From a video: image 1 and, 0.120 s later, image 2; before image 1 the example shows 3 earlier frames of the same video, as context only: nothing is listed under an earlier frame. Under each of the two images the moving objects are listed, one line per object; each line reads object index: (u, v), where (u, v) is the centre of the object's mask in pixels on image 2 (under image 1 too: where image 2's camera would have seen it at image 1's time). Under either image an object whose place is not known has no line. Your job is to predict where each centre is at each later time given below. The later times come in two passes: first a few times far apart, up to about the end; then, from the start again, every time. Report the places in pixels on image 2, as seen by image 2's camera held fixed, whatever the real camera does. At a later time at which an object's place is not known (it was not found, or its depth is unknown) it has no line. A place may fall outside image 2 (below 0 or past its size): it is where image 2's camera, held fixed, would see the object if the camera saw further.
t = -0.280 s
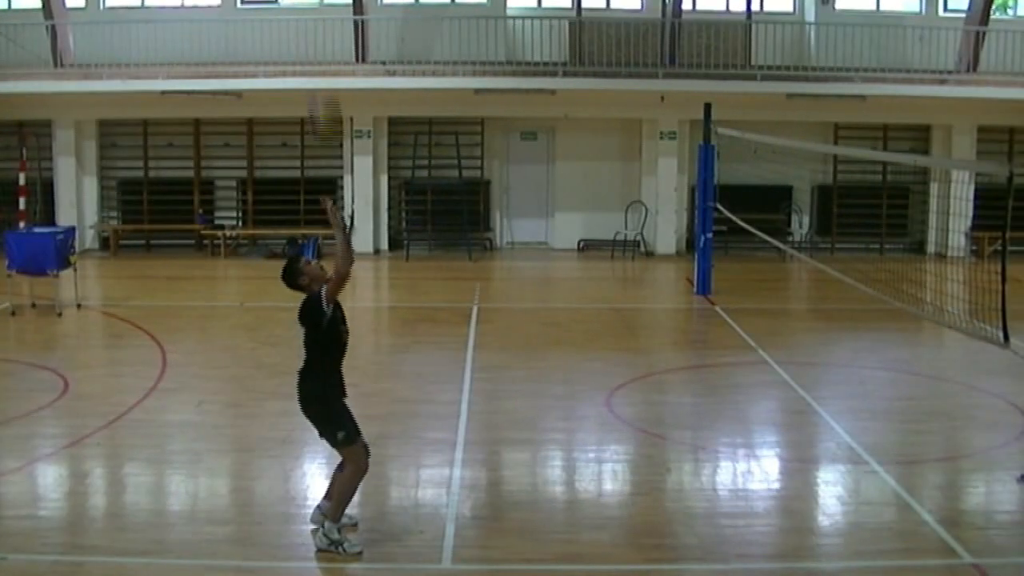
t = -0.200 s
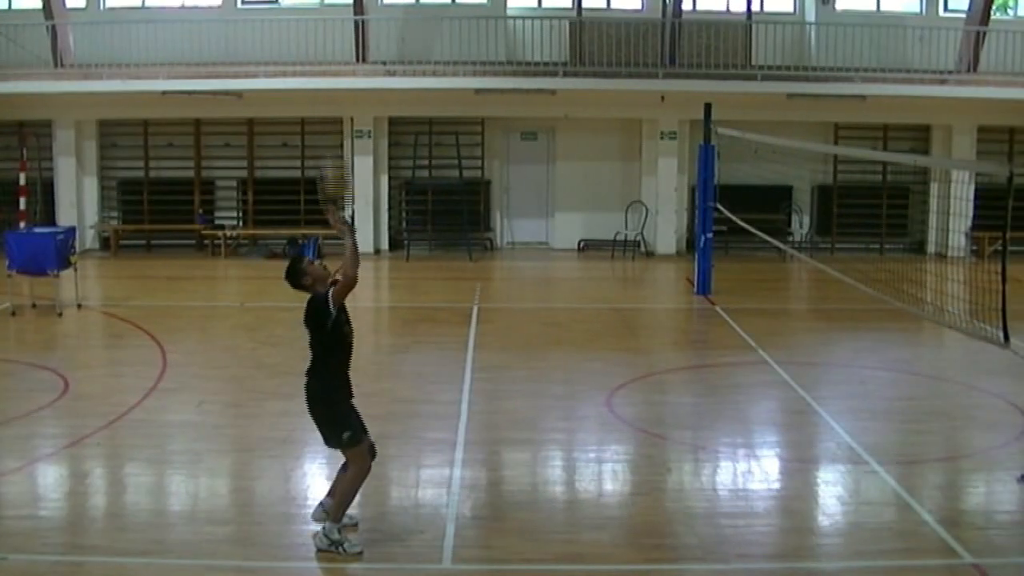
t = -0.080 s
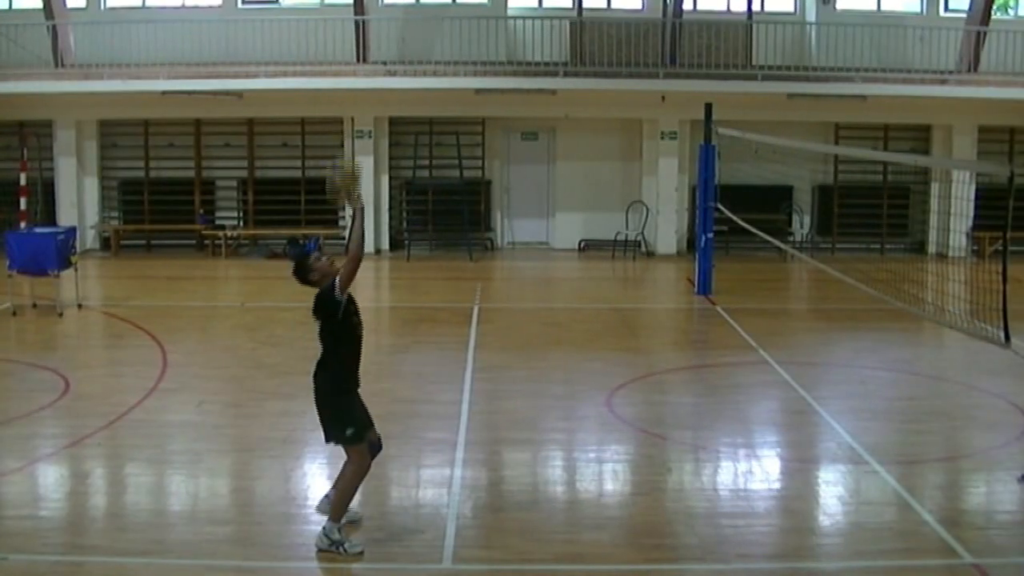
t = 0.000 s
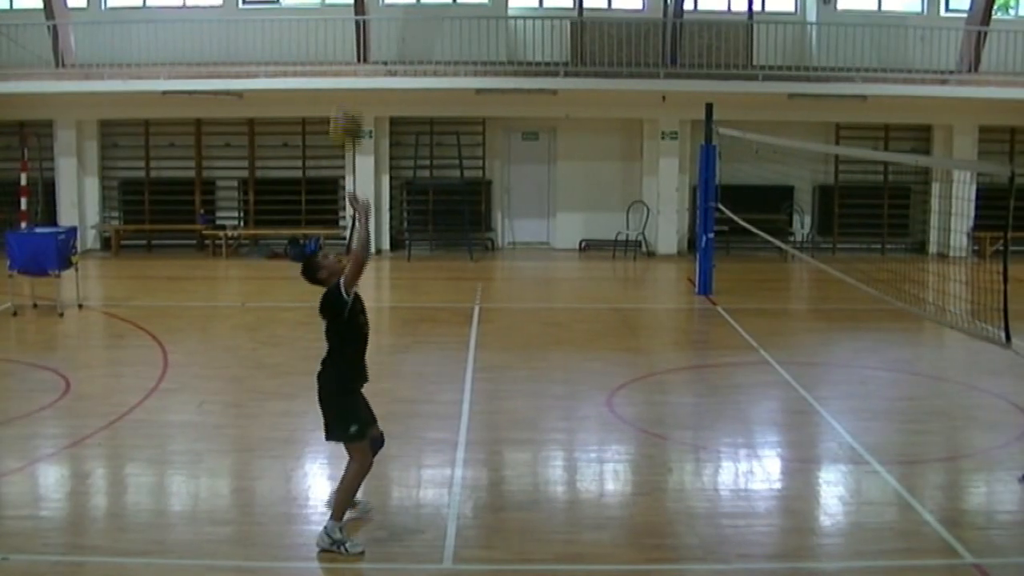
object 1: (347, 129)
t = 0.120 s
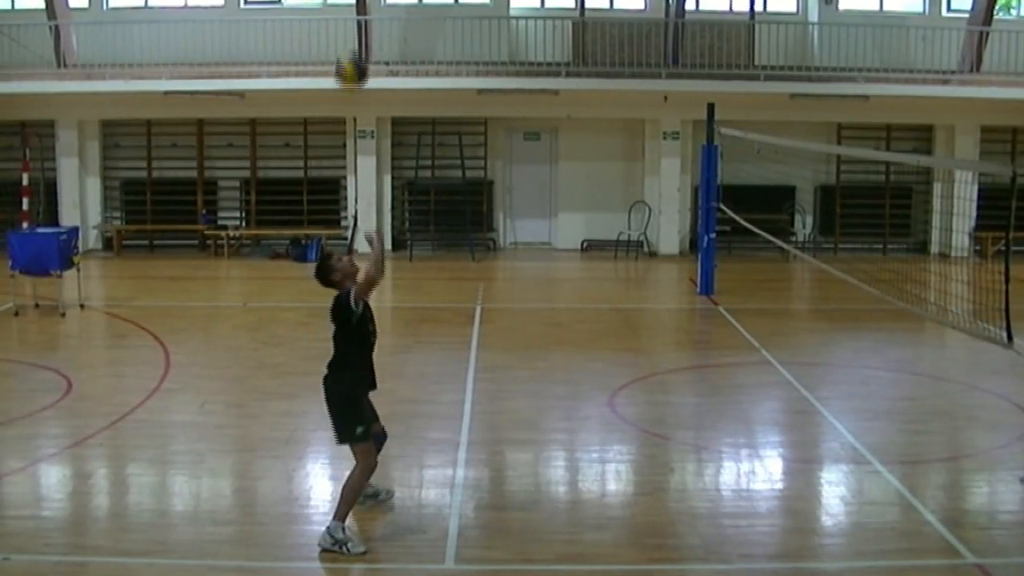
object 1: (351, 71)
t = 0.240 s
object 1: (356, 37)
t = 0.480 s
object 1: (364, 42)
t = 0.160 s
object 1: (353, 57)
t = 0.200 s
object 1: (355, 46)
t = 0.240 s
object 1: (356, 37)
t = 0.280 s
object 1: (357, 33)
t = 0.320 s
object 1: (358, 30)
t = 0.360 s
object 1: (359, 30)
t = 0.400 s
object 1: (360, 32)
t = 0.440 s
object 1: (362, 35)
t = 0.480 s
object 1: (364, 42)
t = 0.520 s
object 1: (365, 52)
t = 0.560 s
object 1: (367, 64)
